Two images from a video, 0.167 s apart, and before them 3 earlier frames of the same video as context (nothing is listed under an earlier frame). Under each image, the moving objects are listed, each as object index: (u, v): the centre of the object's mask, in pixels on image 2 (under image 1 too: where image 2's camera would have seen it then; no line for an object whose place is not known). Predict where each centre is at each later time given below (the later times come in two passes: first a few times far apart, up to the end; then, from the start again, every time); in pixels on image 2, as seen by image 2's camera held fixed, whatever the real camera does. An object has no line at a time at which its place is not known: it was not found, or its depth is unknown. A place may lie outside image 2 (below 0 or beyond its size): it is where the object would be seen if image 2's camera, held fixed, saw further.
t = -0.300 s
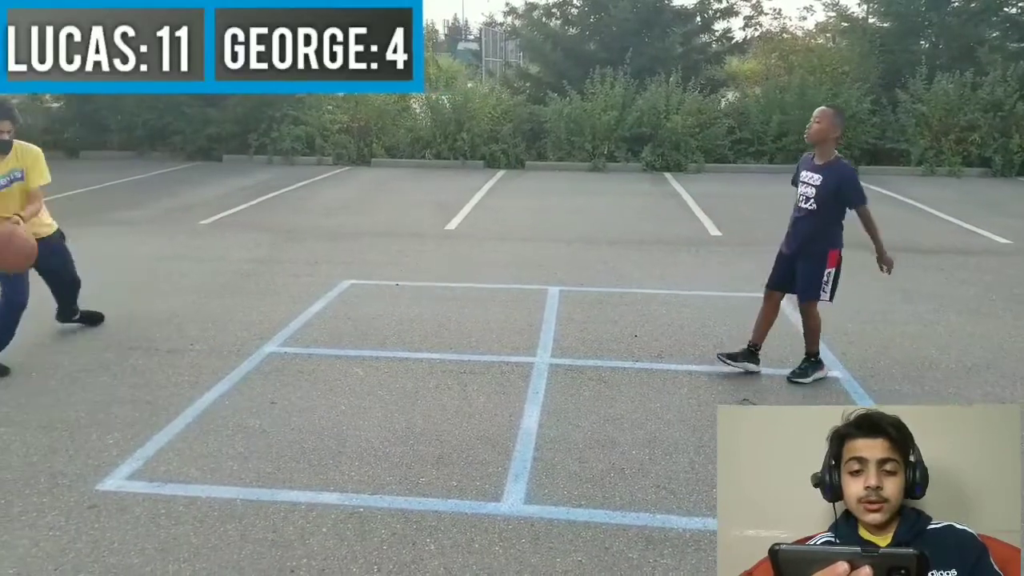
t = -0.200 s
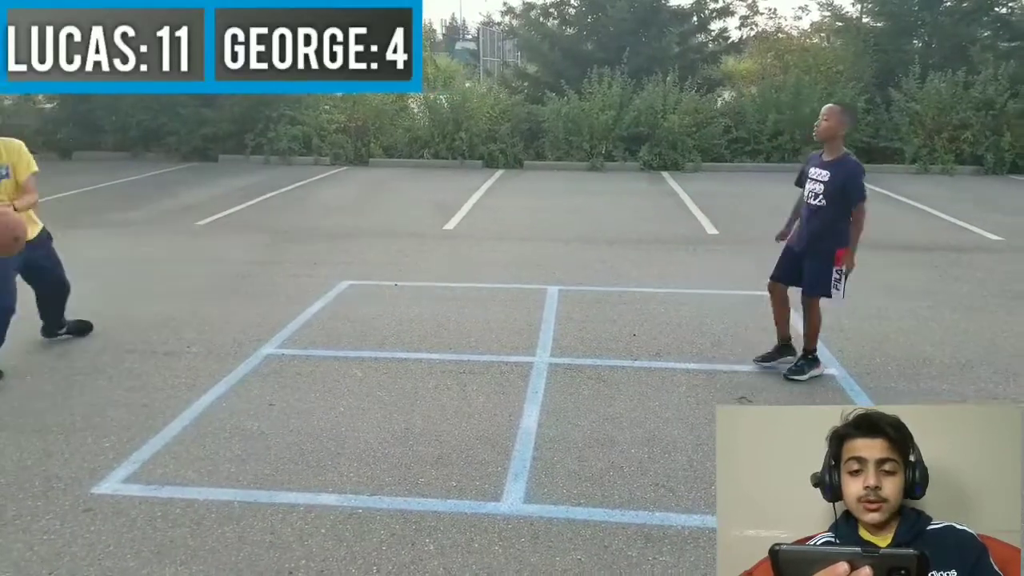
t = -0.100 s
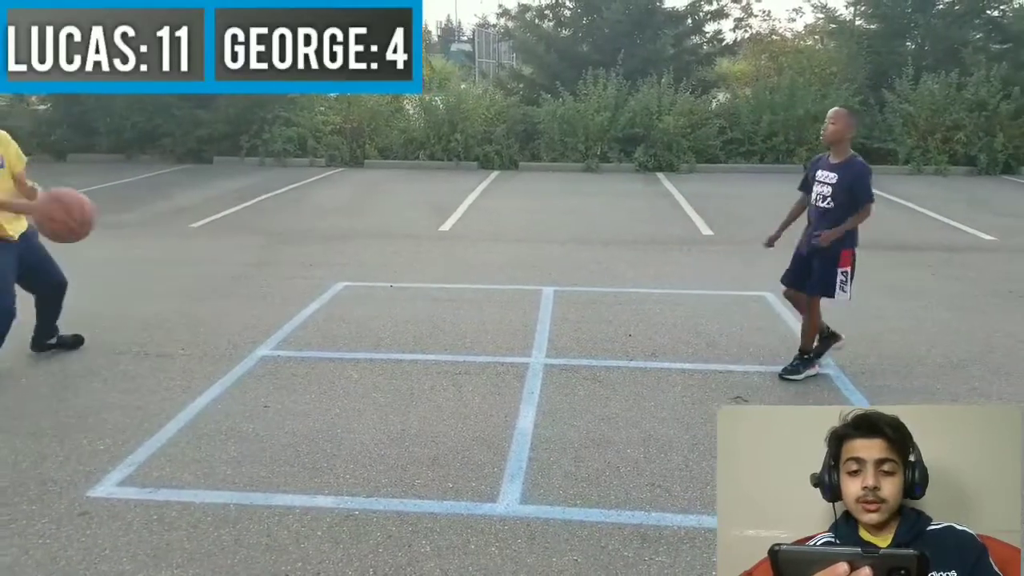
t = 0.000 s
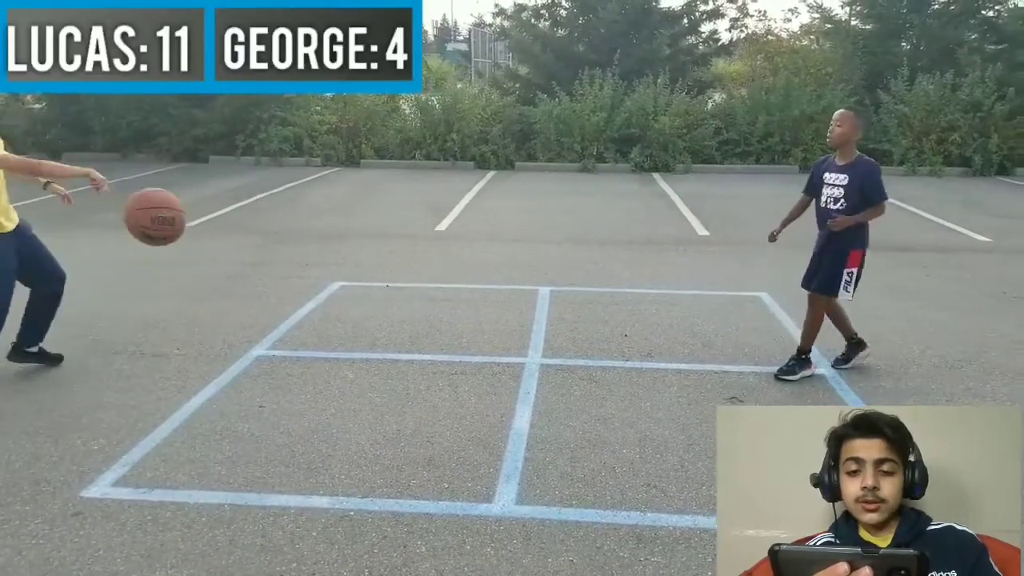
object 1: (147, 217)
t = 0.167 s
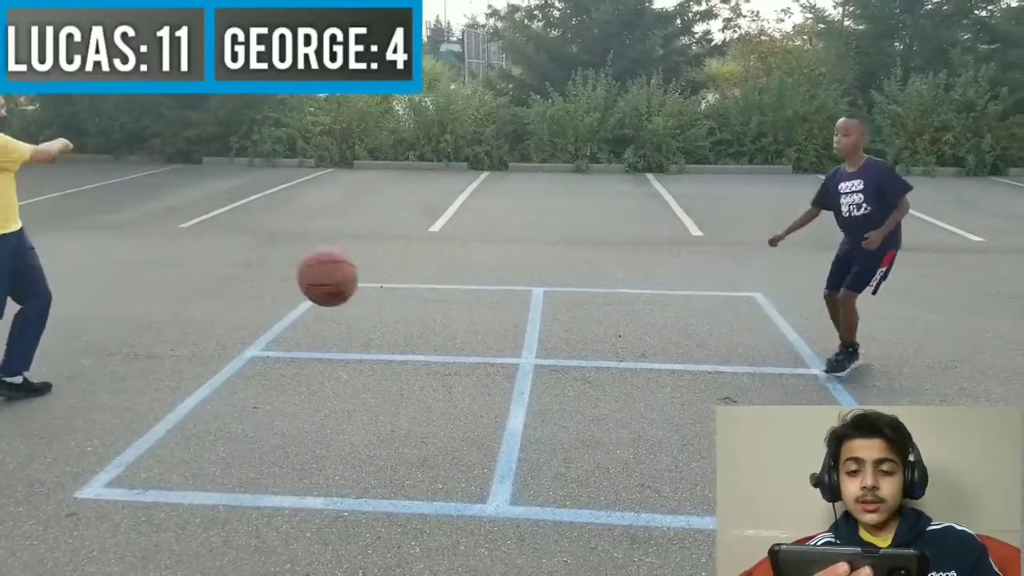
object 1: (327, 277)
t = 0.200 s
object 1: (364, 298)
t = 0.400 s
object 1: (571, 413)
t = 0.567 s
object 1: (696, 328)
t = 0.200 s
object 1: (364, 298)
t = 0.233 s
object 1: (401, 322)
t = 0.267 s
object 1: (438, 347)
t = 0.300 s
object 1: (476, 376)
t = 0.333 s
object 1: (513, 408)
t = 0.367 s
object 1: (546, 438)
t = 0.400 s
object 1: (571, 413)
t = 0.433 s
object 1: (595, 393)
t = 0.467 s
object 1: (620, 371)
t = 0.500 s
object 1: (644, 354)
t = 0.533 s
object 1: (671, 339)
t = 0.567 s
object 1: (696, 328)
